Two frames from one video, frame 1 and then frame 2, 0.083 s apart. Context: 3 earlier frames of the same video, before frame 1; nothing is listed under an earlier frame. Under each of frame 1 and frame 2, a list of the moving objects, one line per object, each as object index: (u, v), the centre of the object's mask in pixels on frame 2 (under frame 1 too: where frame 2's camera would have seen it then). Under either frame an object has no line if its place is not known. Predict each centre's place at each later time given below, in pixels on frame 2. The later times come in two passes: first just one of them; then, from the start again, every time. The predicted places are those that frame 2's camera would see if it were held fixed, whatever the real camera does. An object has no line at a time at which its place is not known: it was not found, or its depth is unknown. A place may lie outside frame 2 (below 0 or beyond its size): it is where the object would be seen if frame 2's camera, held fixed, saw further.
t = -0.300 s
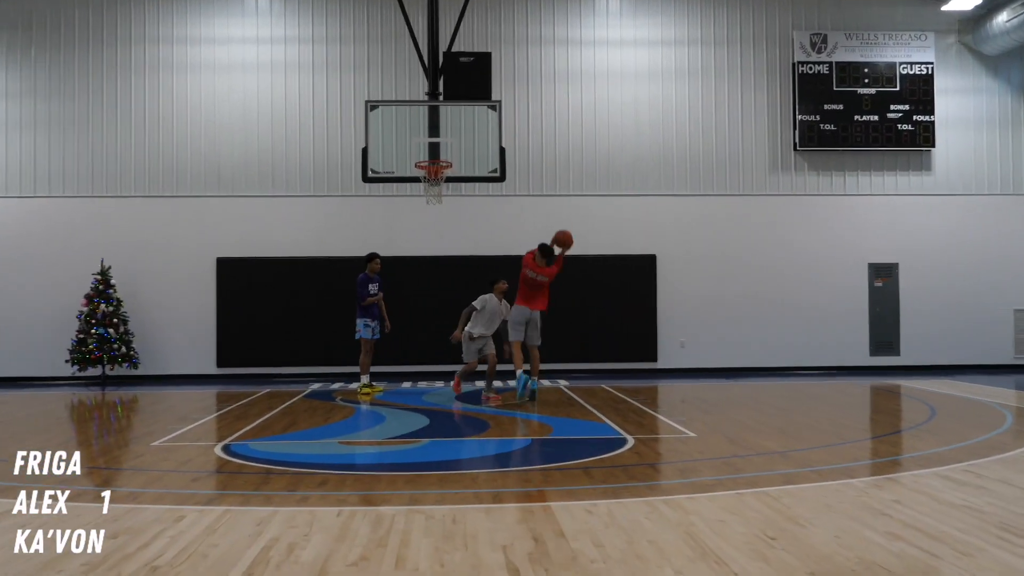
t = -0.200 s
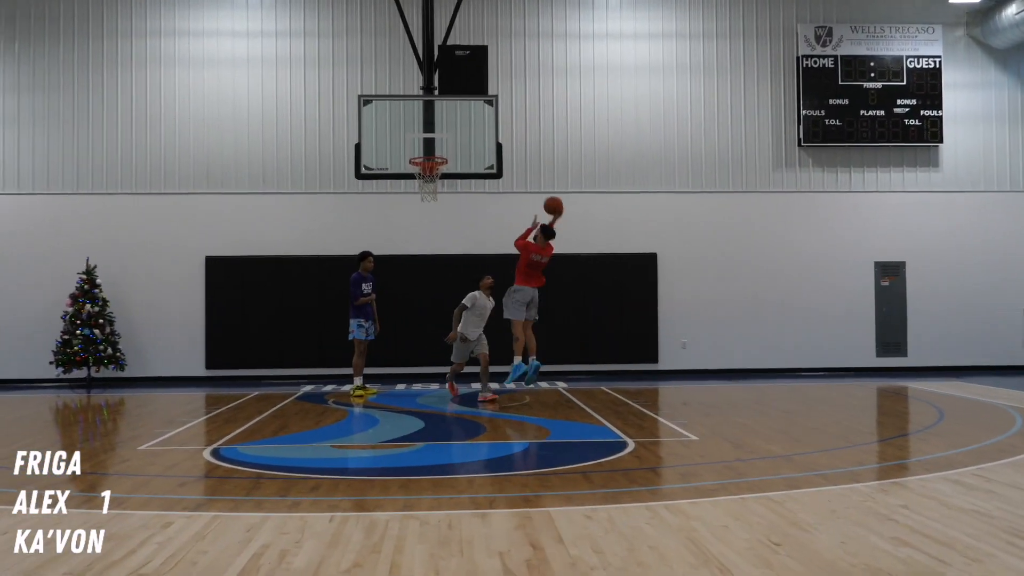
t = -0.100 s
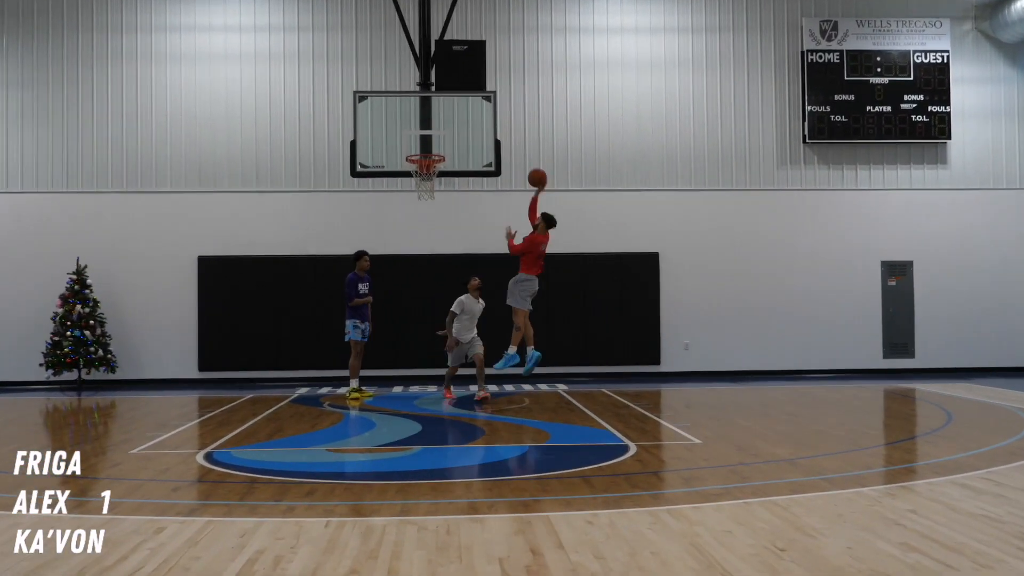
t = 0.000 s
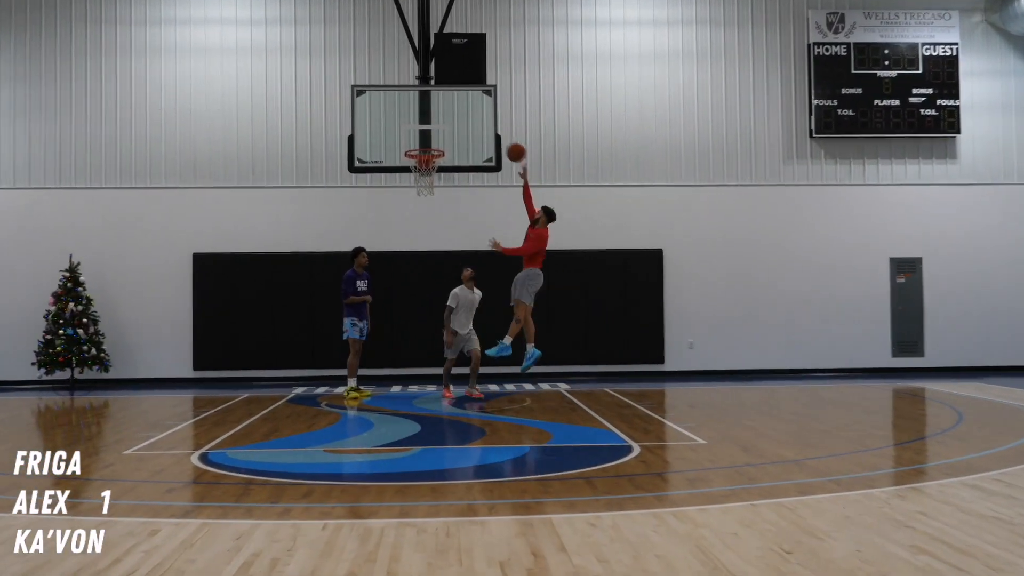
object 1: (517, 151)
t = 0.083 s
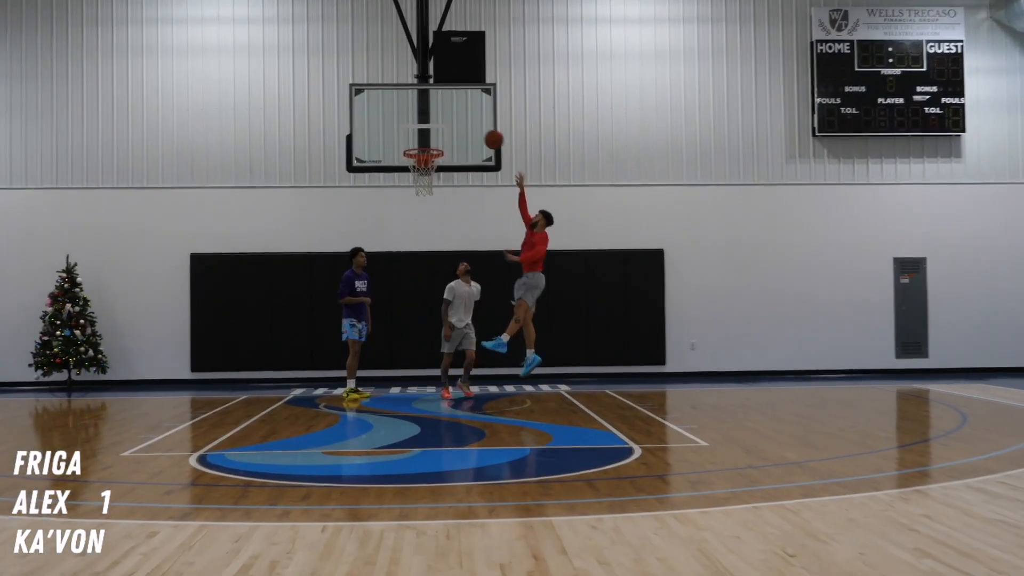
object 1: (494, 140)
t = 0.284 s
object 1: (450, 127)
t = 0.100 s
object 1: (489, 138)
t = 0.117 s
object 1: (484, 136)
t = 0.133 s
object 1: (479, 135)
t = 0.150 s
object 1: (475, 133)
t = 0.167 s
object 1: (470, 131)
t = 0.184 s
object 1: (466, 130)
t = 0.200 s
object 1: (462, 129)
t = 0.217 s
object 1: (459, 128)
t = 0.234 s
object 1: (455, 128)
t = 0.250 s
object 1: (453, 127)
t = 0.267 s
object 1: (452, 127)
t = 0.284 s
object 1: (450, 127)
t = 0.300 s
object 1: (449, 127)
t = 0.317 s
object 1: (447, 127)
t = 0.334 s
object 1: (445, 127)
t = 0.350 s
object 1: (443, 128)
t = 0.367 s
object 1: (442, 129)
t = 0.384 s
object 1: (440, 130)
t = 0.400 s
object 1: (439, 132)
